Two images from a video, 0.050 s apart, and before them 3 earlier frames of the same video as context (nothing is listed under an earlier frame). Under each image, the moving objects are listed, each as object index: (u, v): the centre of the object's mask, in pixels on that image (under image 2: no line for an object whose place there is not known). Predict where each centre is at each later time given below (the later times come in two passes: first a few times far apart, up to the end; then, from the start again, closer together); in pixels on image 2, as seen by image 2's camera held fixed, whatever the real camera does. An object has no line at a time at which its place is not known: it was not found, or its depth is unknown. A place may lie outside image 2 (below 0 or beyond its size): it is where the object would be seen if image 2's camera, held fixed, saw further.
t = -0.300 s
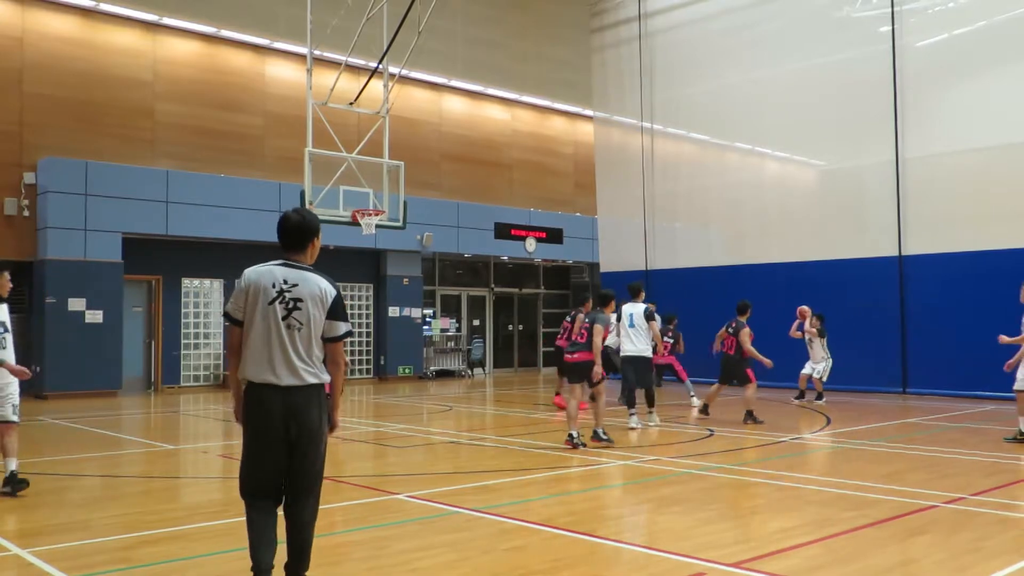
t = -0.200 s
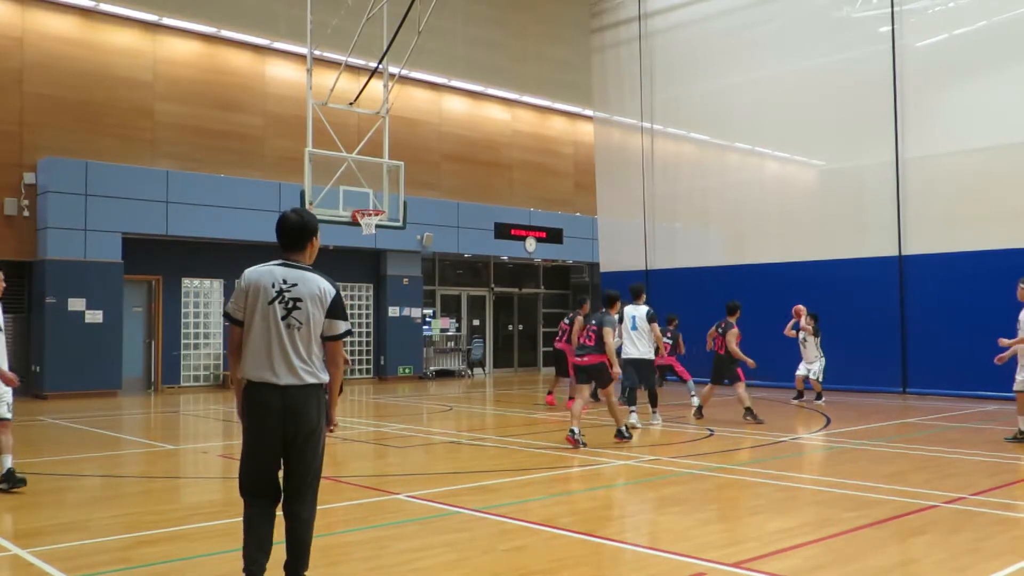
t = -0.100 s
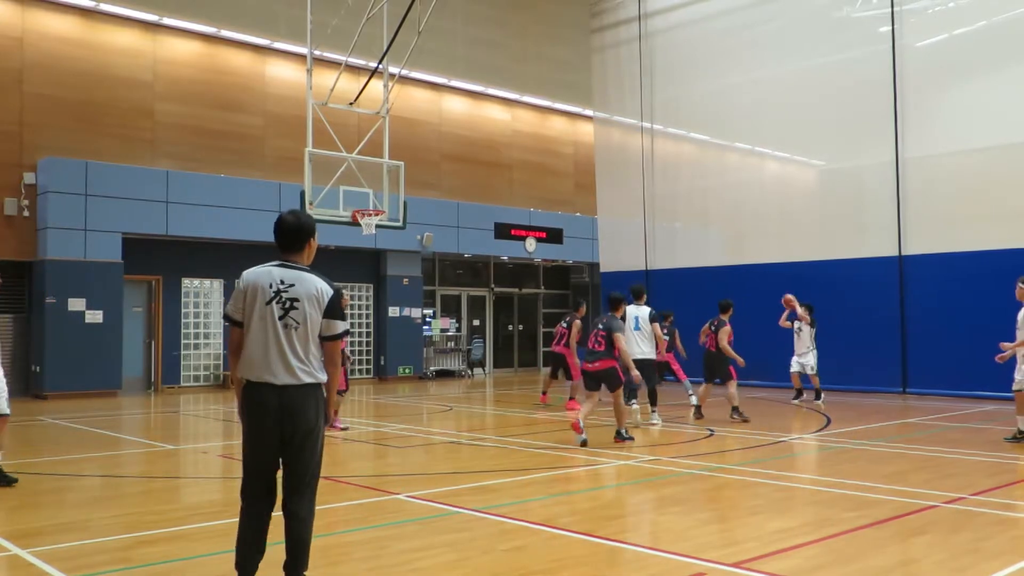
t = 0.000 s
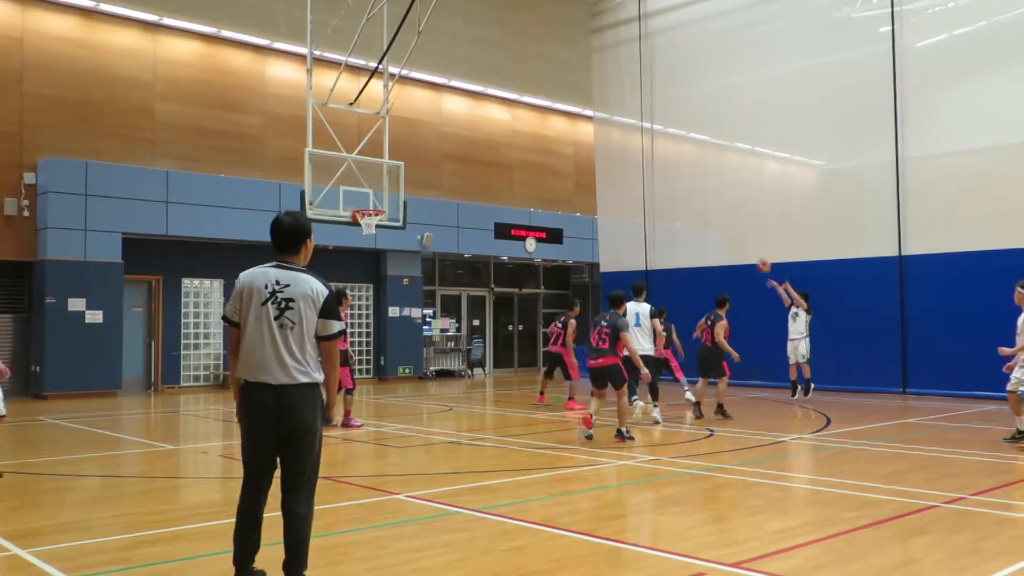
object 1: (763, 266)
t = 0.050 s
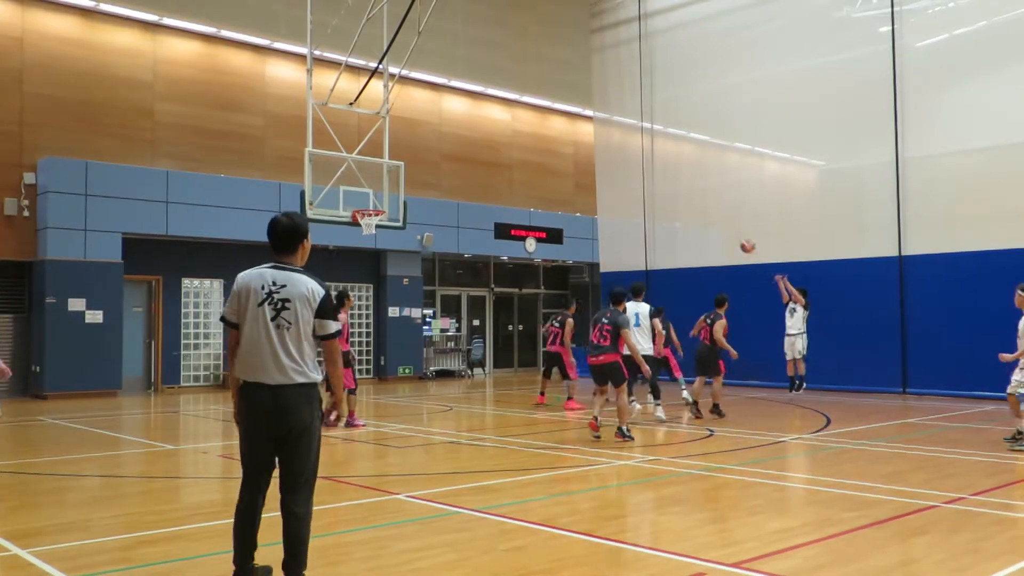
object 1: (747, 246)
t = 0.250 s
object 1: (681, 183)
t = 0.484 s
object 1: (604, 138)
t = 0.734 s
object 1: (521, 124)
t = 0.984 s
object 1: (436, 148)
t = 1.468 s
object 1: (344, 163)
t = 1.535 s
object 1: (342, 157)
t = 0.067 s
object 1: (741, 240)
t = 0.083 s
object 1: (736, 234)
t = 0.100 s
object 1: (730, 228)
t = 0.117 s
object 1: (725, 223)
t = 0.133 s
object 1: (720, 217)
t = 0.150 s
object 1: (714, 212)
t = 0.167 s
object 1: (709, 206)
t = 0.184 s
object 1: (703, 201)
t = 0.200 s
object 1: (697, 195)
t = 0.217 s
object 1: (692, 191)
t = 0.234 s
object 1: (687, 187)
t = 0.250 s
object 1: (681, 183)
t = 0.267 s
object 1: (676, 179)
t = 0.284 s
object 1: (671, 175)
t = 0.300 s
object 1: (665, 171)
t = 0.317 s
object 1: (659, 167)
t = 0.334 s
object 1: (653, 163)
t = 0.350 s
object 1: (648, 160)
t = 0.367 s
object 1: (642, 157)
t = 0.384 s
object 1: (636, 154)
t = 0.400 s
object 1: (630, 151)
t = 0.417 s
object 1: (626, 147)
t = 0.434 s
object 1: (621, 144)
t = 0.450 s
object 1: (615, 143)
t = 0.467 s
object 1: (610, 140)
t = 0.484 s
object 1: (604, 138)
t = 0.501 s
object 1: (598, 136)
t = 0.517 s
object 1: (593, 135)
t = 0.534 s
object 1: (587, 133)
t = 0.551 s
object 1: (582, 130)
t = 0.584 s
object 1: (571, 128)
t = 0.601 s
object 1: (565, 127)
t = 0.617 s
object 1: (559, 126)
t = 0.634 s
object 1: (554, 125)
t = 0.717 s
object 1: (526, 124)
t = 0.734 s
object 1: (521, 124)
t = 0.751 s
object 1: (515, 125)
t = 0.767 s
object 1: (509, 125)
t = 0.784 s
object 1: (504, 126)
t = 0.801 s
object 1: (498, 127)
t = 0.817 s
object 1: (492, 129)
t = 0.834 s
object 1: (486, 130)
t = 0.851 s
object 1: (481, 131)
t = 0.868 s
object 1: (475, 133)
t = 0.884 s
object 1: (470, 135)
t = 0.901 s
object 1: (465, 136)
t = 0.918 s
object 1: (458, 138)
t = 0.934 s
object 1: (453, 141)
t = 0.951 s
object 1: (448, 143)
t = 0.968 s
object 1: (443, 146)
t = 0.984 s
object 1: (436, 148)
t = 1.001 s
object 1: (431, 151)
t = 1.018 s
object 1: (425, 154)
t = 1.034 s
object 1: (419, 157)
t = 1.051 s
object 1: (414, 160)
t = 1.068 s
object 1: (409, 164)
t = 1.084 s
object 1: (403, 169)
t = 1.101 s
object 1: (397, 173)
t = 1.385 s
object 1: (347, 171)
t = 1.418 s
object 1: (346, 168)
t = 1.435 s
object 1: (345, 166)
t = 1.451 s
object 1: (344, 164)
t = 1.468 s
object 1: (344, 163)
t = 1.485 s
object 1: (344, 162)
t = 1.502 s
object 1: (343, 160)
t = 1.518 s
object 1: (342, 158)
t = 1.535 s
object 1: (342, 157)
